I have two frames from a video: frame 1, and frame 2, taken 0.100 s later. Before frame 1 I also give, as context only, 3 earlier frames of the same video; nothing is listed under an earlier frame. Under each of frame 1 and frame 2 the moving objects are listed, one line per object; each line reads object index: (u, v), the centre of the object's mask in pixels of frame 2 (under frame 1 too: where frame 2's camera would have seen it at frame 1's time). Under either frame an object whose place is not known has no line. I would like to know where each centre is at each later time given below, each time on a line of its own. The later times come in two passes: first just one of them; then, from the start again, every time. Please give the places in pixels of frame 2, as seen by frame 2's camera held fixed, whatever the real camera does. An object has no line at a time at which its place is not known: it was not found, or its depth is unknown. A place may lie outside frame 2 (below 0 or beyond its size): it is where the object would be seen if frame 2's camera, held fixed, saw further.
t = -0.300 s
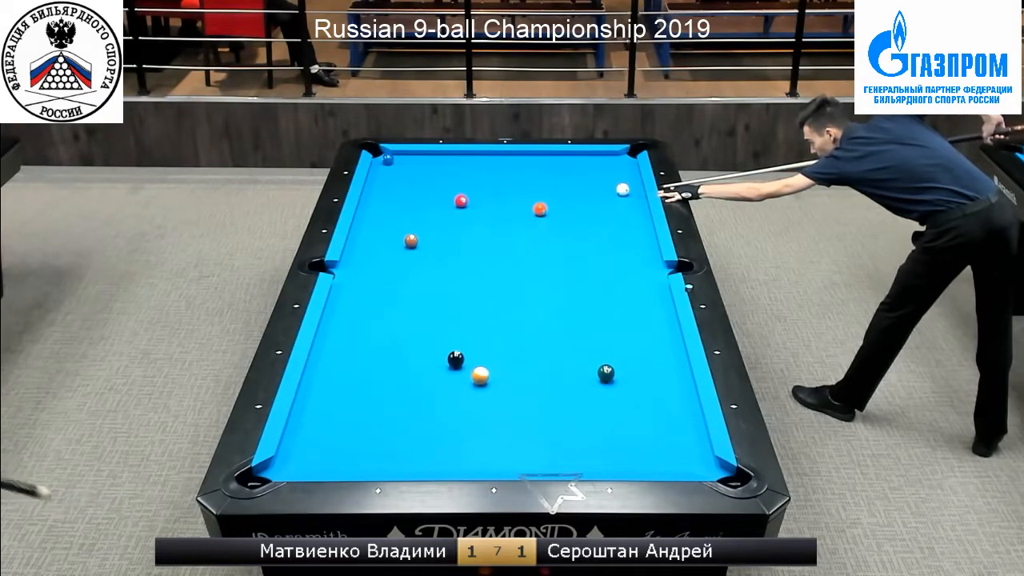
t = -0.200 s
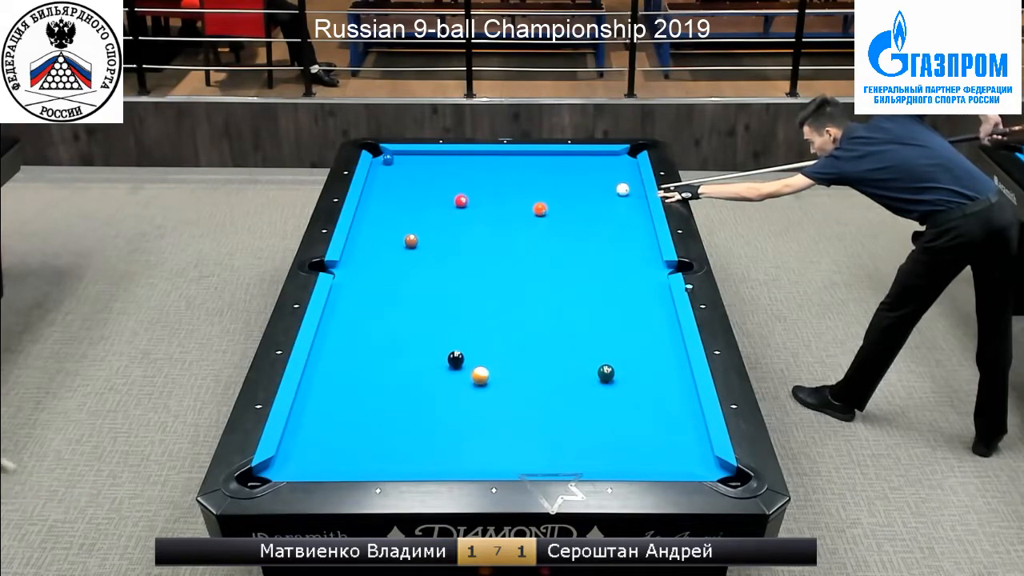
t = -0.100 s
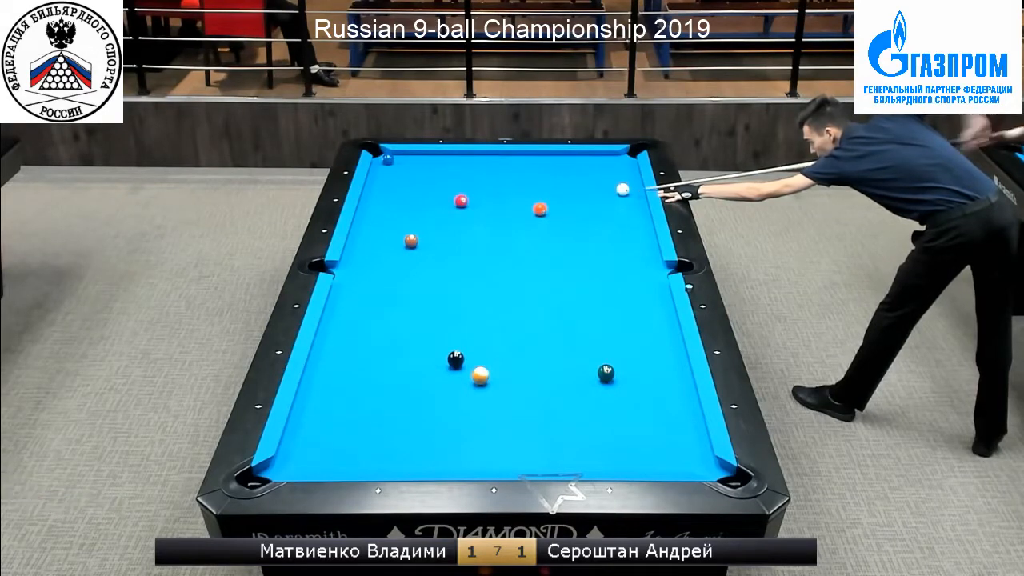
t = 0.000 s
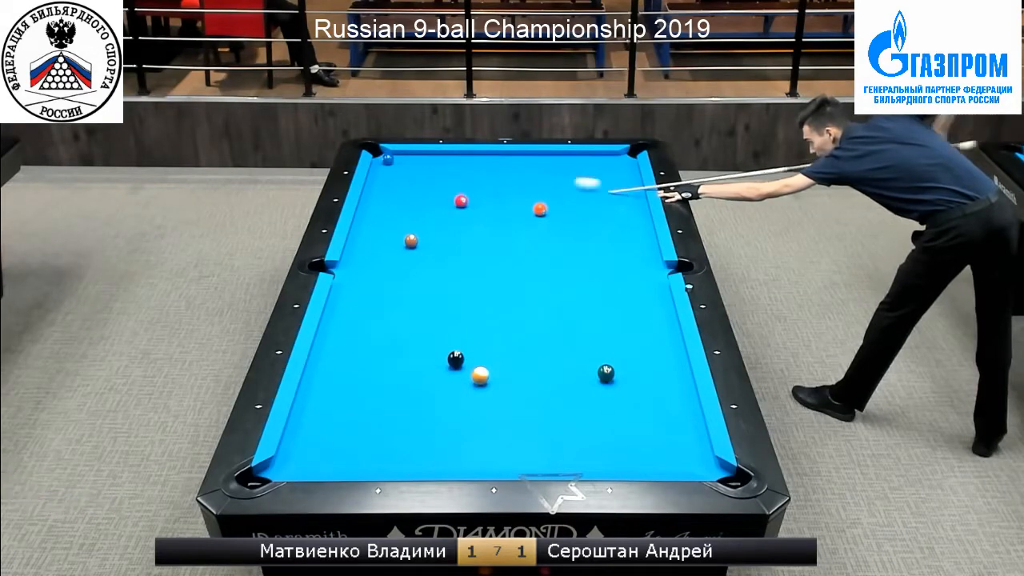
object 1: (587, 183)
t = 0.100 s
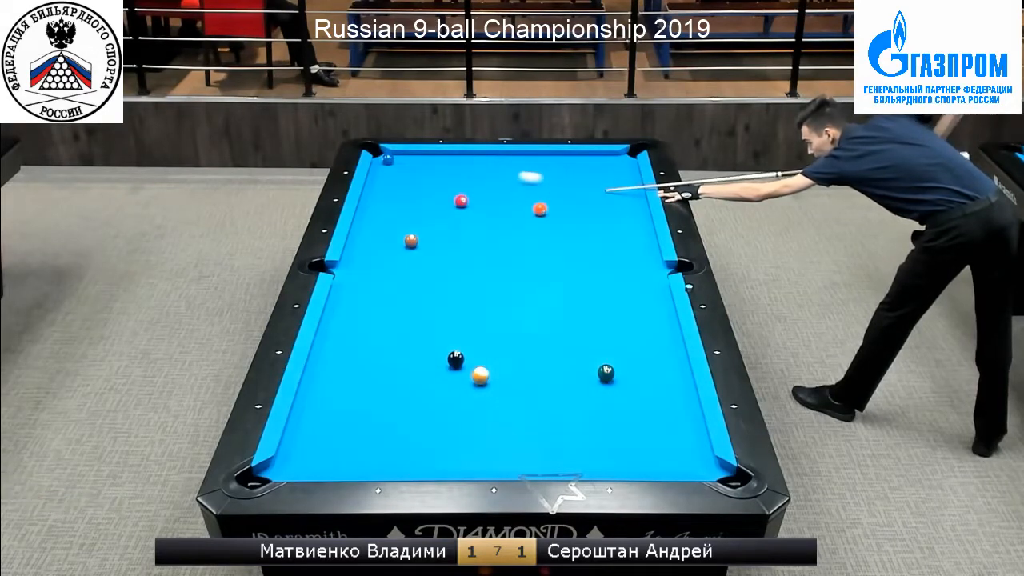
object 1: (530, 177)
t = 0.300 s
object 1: (431, 166)
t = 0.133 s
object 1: (512, 175)
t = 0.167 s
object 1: (495, 173)
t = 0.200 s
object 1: (479, 171)
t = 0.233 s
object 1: (462, 169)
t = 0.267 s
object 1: (447, 167)
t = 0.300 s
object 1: (431, 166)
